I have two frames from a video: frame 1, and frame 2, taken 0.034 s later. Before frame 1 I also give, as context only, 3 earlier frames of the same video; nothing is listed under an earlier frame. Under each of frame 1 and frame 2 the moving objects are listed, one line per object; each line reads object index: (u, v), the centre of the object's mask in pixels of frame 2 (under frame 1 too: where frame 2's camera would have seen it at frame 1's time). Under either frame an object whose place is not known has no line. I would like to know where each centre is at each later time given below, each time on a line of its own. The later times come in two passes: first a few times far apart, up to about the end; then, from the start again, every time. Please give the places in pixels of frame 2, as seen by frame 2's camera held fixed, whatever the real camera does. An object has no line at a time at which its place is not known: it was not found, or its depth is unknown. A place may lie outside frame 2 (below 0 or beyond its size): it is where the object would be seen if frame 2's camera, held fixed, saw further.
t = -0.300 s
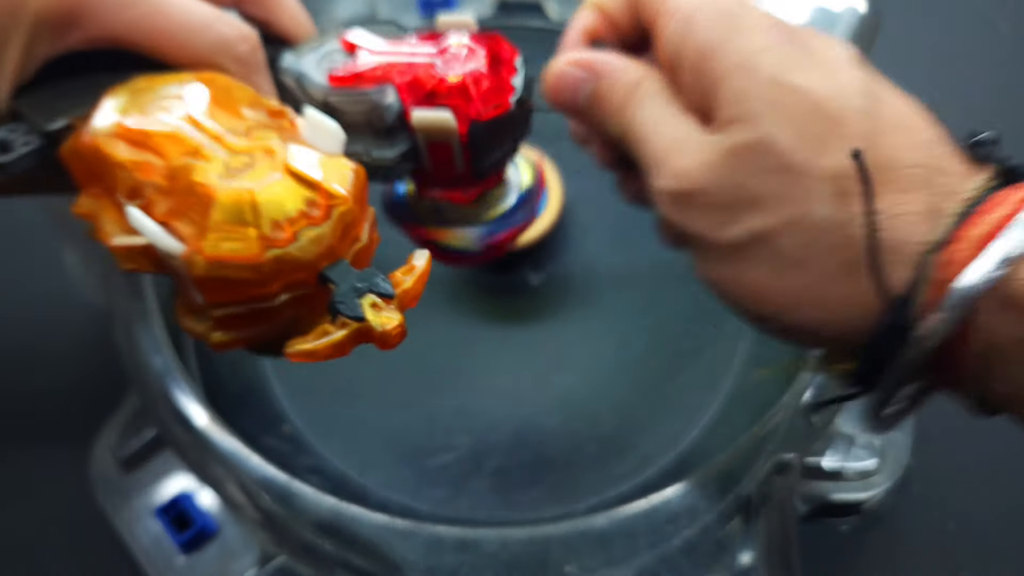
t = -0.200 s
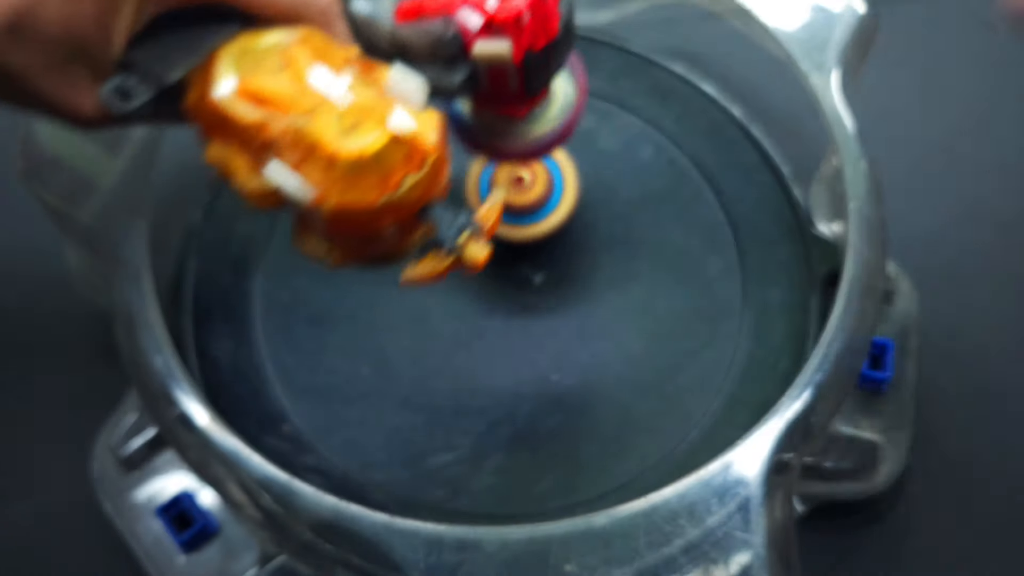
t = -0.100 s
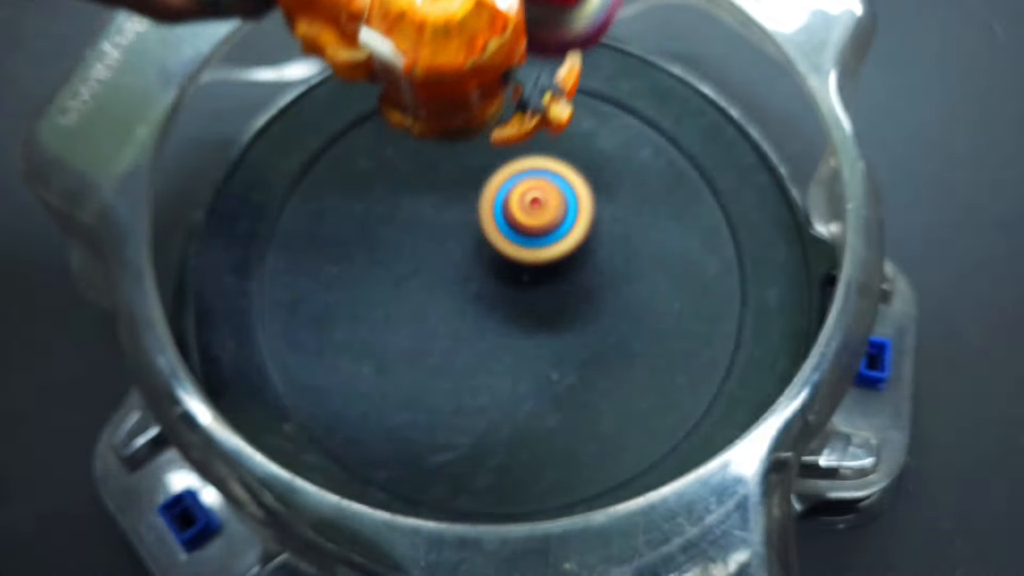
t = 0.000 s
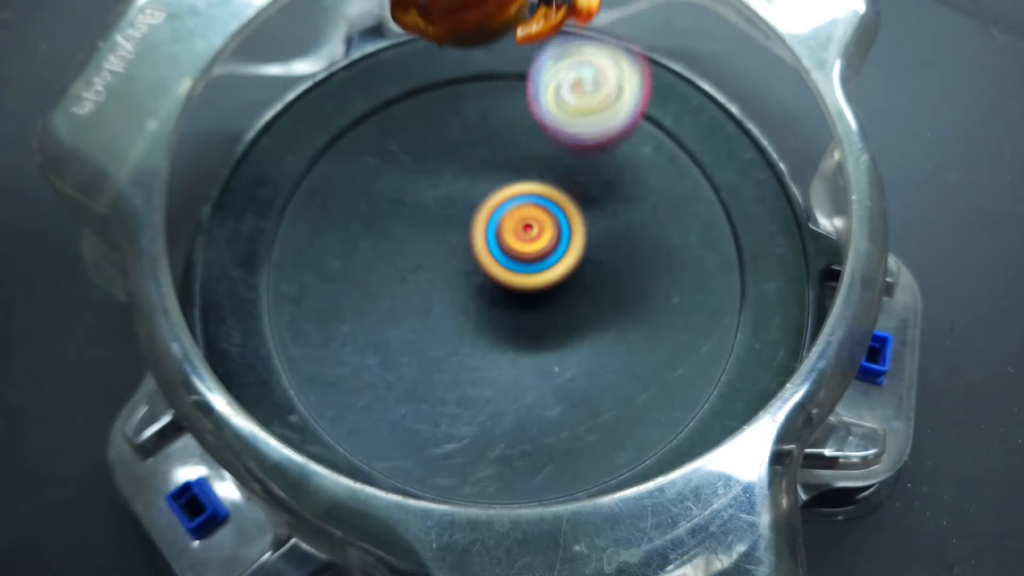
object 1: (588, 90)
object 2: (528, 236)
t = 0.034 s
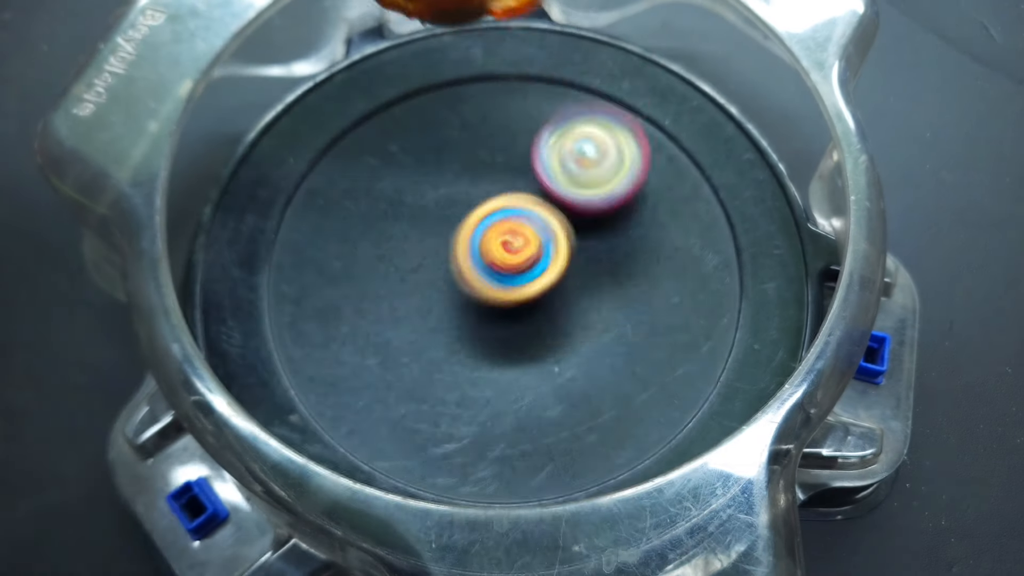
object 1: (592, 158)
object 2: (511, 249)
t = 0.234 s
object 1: (634, 245)
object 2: (310, 350)
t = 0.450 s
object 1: (588, 336)
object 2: (325, 263)
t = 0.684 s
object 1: (542, 323)
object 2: (450, 192)
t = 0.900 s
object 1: (570, 373)
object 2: (476, 173)
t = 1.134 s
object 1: (656, 410)
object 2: (502, 237)
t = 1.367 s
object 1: (630, 332)
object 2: (485, 294)
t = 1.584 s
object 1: (554, 279)
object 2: (411, 246)
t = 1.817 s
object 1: (524, 252)
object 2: (383, 184)
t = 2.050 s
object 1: (519, 350)
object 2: (411, 109)
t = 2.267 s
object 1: (564, 353)
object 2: (490, 146)
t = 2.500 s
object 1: (568, 297)
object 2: (450, 251)
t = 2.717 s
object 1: (517, 251)
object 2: (370, 251)
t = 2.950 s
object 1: (514, 239)
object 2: (312, 217)
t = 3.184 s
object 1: (489, 253)
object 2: (396, 180)
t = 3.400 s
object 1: (520, 301)
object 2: (442, 218)
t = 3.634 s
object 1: (690, 370)
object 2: (422, 247)
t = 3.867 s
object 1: (689, 268)
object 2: (452, 265)
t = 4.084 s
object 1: (557, 221)
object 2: (464, 317)
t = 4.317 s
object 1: (418, 237)
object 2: (412, 347)
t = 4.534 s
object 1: (430, 56)
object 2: (409, 455)
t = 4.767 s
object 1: (413, 79)
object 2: (466, 320)
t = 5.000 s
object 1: (391, 204)
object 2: (546, 234)
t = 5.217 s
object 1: (435, 254)
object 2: (652, 272)
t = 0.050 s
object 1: (600, 162)
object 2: (491, 265)
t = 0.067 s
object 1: (605, 158)
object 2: (472, 279)
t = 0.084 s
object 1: (611, 157)
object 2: (453, 292)
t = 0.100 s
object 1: (616, 159)
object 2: (435, 304)
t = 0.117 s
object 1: (621, 164)
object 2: (417, 315)
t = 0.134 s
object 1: (625, 172)
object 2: (399, 324)
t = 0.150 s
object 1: (628, 184)
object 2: (385, 332)
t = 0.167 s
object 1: (631, 200)
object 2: (367, 338)
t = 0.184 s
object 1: (633, 217)
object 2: (352, 343)
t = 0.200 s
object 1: (633, 236)
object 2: (338, 347)
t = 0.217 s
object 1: (634, 241)
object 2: (323, 350)
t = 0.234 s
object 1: (634, 245)
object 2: (310, 350)
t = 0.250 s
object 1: (633, 252)
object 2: (298, 351)
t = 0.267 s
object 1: (631, 263)
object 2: (287, 349)
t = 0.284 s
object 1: (628, 274)
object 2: (280, 343)
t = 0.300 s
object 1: (625, 287)
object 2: (277, 339)
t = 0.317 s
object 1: (622, 293)
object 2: (274, 334)
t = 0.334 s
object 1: (619, 301)
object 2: (276, 327)
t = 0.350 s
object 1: (615, 310)
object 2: (281, 321)
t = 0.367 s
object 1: (610, 315)
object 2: (287, 312)
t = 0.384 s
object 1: (606, 321)
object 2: (293, 303)
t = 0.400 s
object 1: (602, 325)
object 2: (301, 294)
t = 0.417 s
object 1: (597, 330)
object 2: (309, 283)
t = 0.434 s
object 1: (593, 333)
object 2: (317, 273)
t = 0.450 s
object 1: (588, 336)
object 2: (325, 263)
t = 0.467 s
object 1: (583, 338)
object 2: (334, 252)
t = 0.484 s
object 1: (579, 340)
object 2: (342, 243)
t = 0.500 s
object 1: (575, 341)
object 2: (351, 234)
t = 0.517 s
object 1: (571, 341)
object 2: (360, 226)
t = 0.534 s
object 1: (567, 341)
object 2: (369, 218)
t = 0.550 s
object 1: (563, 340)
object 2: (378, 212)
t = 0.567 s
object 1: (560, 339)
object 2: (388, 206)
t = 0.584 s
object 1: (556, 338)
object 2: (397, 201)
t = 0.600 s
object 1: (554, 336)
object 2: (406, 197)
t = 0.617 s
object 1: (551, 334)
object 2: (416, 195)
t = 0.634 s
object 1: (548, 332)
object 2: (425, 193)
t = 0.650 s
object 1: (546, 329)
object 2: (433, 192)
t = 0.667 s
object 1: (544, 327)
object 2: (442, 192)
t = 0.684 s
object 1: (542, 323)
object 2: (450, 192)
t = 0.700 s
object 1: (540, 321)
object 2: (458, 193)
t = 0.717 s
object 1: (539, 318)
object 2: (465, 195)
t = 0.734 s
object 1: (537, 315)
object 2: (471, 197)
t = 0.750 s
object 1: (537, 313)
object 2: (477, 199)
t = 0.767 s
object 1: (536, 311)
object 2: (482, 202)
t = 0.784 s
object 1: (535, 309)
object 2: (486, 205)
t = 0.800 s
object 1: (535, 310)
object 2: (487, 207)
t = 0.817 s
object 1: (540, 322)
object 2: (484, 198)
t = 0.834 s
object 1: (546, 335)
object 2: (482, 191)
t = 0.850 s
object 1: (551, 345)
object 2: (479, 185)
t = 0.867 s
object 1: (556, 355)
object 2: (477, 179)
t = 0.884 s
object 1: (563, 365)
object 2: (476, 176)
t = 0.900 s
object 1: (570, 373)
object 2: (476, 173)
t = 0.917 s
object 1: (577, 381)
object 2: (476, 172)
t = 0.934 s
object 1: (586, 389)
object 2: (476, 172)
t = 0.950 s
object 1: (593, 396)
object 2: (478, 173)
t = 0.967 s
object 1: (601, 402)
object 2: (480, 175)
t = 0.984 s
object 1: (609, 408)
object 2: (482, 177)
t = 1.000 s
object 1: (617, 414)
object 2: (485, 181)
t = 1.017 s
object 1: (624, 419)
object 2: (488, 186)
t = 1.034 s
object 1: (631, 421)
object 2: (491, 192)
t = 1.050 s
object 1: (637, 422)
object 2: (493, 198)
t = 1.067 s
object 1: (643, 422)
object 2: (495, 205)
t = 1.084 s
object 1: (649, 420)
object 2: (497, 213)
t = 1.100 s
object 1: (652, 418)
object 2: (499, 220)
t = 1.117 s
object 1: (655, 415)
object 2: (500, 229)
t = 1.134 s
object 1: (656, 410)
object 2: (502, 237)
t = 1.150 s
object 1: (658, 404)
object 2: (503, 244)
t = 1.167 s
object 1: (659, 399)
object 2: (505, 252)
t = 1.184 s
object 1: (659, 393)
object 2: (507, 258)
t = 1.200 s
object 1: (659, 386)
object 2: (508, 264)
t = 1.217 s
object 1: (658, 380)
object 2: (509, 270)
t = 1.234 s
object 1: (657, 374)
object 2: (509, 275)
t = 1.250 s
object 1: (655, 368)
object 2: (508, 280)
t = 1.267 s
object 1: (654, 363)
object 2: (507, 284)
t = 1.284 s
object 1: (651, 358)
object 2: (505, 287)
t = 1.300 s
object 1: (648, 353)
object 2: (502, 290)
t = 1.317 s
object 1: (644, 347)
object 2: (499, 292)
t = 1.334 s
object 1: (639, 342)
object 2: (495, 293)
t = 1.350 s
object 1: (635, 337)
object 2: (490, 294)
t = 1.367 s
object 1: (630, 332)
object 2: (485, 294)
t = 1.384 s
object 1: (625, 327)
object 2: (479, 294)
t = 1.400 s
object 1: (620, 322)
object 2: (473, 294)
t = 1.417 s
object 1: (614, 318)
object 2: (467, 292)
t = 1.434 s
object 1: (607, 312)
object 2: (460, 290)
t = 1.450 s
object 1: (600, 307)
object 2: (454, 287)
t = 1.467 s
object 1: (593, 303)
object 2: (448, 284)
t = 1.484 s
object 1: (586, 299)
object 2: (442, 280)
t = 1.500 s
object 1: (578, 295)
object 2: (438, 276)
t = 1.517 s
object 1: (571, 291)
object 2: (435, 271)
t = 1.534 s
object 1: (561, 287)
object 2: (432, 265)
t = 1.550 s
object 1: (553, 283)
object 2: (431, 261)
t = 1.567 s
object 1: (547, 281)
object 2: (427, 254)
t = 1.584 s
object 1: (554, 279)
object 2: (411, 246)
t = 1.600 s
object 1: (559, 277)
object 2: (399, 239)
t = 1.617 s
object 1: (563, 276)
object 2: (387, 232)
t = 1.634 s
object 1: (566, 273)
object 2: (377, 226)
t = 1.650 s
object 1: (568, 272)
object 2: (369, 220)
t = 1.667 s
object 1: (568, 270)
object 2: (363, 215)
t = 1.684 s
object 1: (568, 268)
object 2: (359, 210)
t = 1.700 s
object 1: (566, 266)
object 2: (357, 206)
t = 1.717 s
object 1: (563, 263)
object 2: (357, 202)
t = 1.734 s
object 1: (558, 260)
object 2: (359, 199)
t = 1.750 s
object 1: (553, 258)
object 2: (361, 195)
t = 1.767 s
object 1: (547, 256)
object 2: (365, 192)
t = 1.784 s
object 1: (539, 254)
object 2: (371, 189)
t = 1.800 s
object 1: (532, 252)
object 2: (377, 186)
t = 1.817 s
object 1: (524, 252)
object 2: (383, 184)
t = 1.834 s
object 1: (515, 253)
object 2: (391, 183)
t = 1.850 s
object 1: (506, 253)
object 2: (397, 182)
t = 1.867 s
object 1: (496, 254)
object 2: (404, 182)
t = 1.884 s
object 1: (493, 261)
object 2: (406, 177)
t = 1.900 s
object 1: (496, 273)
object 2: (401, 167)
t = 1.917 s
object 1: (498, 284)
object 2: (396, 157)
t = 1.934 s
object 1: (501, 296)
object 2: (393, 148)
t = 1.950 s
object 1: (503, 306)
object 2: (392, 140)
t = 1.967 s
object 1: (505, 315)
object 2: (392, 133)
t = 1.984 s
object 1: (507, 325)
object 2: (393, 127)
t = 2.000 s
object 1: (509, 332)
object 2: (396, 121)
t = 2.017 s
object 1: (512, 339)
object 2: (400, 116)
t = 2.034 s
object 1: (516, 345)
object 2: (405, 112)
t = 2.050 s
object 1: (519, 350)
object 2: (411, 109)
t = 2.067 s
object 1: (523, 354)
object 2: (418, 106)
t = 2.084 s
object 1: (527, 358)
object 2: (425, 104)
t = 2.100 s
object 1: (531, 361)
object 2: (432, 104)
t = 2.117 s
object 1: (535, 362)
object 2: (440, 104)
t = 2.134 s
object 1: (539, 364)
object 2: (448, 105)
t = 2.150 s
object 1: (543, 364)
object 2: (455, 107)
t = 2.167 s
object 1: (547, 364)
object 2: (462, 110)
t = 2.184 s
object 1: (551, 364)
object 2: (468, 114)
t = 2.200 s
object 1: (554, 363)
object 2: (474, 119)
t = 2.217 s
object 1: (557, 361)
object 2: (479, 124)
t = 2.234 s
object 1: (560, 359)
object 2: (484, 131)
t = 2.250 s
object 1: (562, 356)
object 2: (487, 137)
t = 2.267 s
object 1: (564, 353)
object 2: (490, 146)
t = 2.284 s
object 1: (565, 350)
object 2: (492, 155)
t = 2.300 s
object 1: (566, 345)
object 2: (493, 164)
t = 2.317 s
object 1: (567, 340)
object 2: (494, 174)
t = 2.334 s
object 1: (568, 335)
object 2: (493, 185)
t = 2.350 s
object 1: (567, 330)
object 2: (493, 195)
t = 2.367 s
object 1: (567, 324)
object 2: (491, 204)
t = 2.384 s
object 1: (566, 317)
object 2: (488, 215)
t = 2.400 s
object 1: (565, 311)
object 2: (485, 225)
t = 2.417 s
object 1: (565, 308)
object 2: (480, 231)
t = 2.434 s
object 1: (567, 308)
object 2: (473, 236)
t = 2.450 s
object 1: (568, 306)
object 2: (466, 240)
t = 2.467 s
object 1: (569, 304)
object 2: (461, 244)
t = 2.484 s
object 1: (569, 301)
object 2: (455, 248)
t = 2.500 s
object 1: (568, 297)
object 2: (450, 251)
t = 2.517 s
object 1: (567, 294)
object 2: (444, 254)
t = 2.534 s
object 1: (565, 290)
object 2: (439, 256)
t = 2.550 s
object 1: (562, 285)
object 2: (433, 258)
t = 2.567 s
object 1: (558, 281)
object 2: (428, 259)
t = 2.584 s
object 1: (554, 276)
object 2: (422, 260)
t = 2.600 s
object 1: (548, 272)
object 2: (417, 261)
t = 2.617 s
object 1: (542, 268)
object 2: (412, 261)
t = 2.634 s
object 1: (534, 265)
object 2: (407, 260)
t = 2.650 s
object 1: (526, 261)
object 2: (403, 259)
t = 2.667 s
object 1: (522, 259)
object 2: (396, 257)
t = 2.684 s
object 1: (522, 256)
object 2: (386, 255)
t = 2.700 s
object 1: (520, 253)
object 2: (376, 253)
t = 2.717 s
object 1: (517, 251)
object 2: (370, 251)
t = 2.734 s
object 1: (514, 248)
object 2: (364, 250)
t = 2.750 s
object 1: (509, 246)
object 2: (361, 248)
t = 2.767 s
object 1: (505, 244)
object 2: (359, 246)
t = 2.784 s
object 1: (499, 242)
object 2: (359, 244)
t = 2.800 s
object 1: (493, 240)
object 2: (360, 243)
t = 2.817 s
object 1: (487, 239)
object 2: (361, 242)
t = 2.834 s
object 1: (483, 238)
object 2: (358, 242)
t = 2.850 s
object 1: (489, 238)
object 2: (346, 238)
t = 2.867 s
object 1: (495, 238)
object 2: (337, 235)
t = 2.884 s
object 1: (500, 239)
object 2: (328, 231)
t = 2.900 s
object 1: (505, 239)
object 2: (322, 227)
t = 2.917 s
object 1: (509, 240)
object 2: (317, 224)
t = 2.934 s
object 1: (512, 239)
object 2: (314, 221)
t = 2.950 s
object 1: (514, 239)
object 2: (312, 217)
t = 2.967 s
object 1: (515, 240)
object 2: (312, 213)
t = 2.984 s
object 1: (516, 240)
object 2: (313, 208)
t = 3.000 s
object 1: (516, 241)
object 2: (317, 203)
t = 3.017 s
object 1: (514, 242)
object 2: (321, 198)
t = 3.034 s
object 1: (513, 243)
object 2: (326, 193)
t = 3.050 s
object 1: (511, 244)
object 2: (332, 189)
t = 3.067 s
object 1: (508, 244)
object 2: (339, 186)
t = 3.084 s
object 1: (506, 245)
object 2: (347, 184)
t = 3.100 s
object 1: (503, 246)
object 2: (356, 182)
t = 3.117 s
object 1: (500, 247)
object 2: (364, 182)
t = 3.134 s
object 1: (497, 247)
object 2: (373, 181)
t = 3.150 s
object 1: (493, 248)
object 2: (382, 181)
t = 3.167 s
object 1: (490, 249)
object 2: (390, 182)
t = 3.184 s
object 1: (489, 253)
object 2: (396, 180)
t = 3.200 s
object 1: (492, 259)
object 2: (399, 176)
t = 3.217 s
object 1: (496, 265)
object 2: (401, 174)
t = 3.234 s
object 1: (498, 270)
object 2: (404, 173)
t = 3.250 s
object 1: (501, 276)
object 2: (407, 172)
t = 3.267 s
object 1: (503, 280)
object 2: (410, 173)
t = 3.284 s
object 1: (505, 284)
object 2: (414, 175)
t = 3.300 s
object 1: (507, 288)
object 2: (418, 178)
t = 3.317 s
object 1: (509, 291)
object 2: (421, 183)
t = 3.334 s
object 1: (511, 294)
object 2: (426, 189)
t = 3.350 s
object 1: (513, 296)
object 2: (430, 195)
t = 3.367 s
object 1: (515, 298)
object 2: (434, 202)
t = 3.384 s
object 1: (517, 300)
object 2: (438, 210)
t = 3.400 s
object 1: (520, 301)
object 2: (442, 218)
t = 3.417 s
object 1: (530, 312)
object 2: (440, 218)
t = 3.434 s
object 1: (542, 324)
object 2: (435, 217)
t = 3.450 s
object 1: (556, 336)
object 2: (432, 216)
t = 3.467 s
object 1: (569, 344)
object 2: (428, 216)
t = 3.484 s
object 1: (581, 352)
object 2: (425, 217)
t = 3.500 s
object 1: (594, 358)
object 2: (423, 219)
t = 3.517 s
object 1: (608, 363)
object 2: (422, 222)
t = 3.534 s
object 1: (620, 367)
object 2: (421, 225)
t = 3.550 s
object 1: (633, 369)
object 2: (420, 229)
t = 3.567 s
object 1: (647, 371)
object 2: (420, 232)
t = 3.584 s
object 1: (657, 372)
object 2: (420, 236)
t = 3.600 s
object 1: (669, 372)
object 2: (421, 240)
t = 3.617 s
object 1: (680, 371)
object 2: (421, 243)
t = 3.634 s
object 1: (690, 370)
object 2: (422, 247)
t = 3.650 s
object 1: (700, 367)
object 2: (423, 250)
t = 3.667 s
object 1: (708, 364)
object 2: (425, 252)
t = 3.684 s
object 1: (715, 359)
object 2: (427, 254)
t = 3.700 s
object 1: (720, 353)
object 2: (430, 256)
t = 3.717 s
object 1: (721, 346)
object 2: (432, 257)
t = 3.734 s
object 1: (719, 337)
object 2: (435, 259)
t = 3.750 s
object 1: (718, 328)
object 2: (437, 259)
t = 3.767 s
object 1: (715, 319)
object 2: (439, 260)
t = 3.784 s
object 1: (713, 310)
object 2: (441, 260)
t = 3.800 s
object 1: (709, 300)
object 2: (443, 260)
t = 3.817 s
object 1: (705, 291)
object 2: (445, 260)
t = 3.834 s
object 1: (700, 283)
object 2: (447, 261)
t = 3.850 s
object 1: (695, 275)
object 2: (450, 262)
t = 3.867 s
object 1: (689, 268)
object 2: (452, 265)
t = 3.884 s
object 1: (683, 261)
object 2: (454, 268)
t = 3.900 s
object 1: (675, 255)
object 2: (457, 272)
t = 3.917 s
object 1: (667, 249)
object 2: (459, 276)
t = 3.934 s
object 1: (658, 244)
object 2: (460, 280)
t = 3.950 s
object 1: (648, 239)
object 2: (463, 284)
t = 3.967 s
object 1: (638, 235)
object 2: (464, 289)
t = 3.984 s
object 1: (628, 232)
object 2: (466, 294)
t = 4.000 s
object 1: (617, 228)
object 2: (467, 298)
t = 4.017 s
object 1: (605, 226)
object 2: (467, 303)
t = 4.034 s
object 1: (593, 224)
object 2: (467, 307)
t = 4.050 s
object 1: (581, 222)
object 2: (466, 311)
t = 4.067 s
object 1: (568, 221)
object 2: (465, 315)
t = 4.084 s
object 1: (557, 221)
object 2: (464, 317)
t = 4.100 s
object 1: (544, 221)
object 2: (462, 320)
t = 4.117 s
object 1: (531, 222)
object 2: (460, 322)
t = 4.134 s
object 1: (518, 225)
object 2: (456, 325)
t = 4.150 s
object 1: (506, 227)
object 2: (453, 326)
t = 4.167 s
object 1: (494, 228)
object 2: (448, 328)
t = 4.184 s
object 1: (486, 226)
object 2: (440, 333)
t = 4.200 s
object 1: (477, 224)
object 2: (434, 337)
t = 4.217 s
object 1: (468, 224)
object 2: (428, 340)
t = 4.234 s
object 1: (460, 225)
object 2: (424, 343)
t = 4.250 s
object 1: (451, 226)
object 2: (421, 344)
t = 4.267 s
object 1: (442, 229)
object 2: (418, 345)
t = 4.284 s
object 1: (434, 232)
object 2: (416, 345)
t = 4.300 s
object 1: (426, 235)
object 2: (414, 345)
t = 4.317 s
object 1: (418, 237)
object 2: (412, 347)
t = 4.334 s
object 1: (418, 219)
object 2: (406, 370)
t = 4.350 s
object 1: (419, 197)
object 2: (399, 396)
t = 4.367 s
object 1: (420, 176)
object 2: (392, 420)
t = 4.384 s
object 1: (420, 157)
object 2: (389, 434)
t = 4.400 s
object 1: (422, 139)
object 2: (388, 441)
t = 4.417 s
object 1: (423, 122)
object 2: (381, 466)
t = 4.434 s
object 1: (424, 108)
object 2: (380, 484)
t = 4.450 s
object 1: (425, 94)
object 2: (382, 492)
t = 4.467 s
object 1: (427, 81)
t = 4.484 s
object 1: (428, 73)
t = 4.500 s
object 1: (428, 64)
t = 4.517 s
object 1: (429, 58)
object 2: (402, 473)
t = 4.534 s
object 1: (430, 56)
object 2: (409, 455)
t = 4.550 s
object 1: (430, 52)
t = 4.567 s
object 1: (431, 50)
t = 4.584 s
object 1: (431, 49)
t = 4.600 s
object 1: (430, 48)
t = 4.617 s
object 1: (429, 48)
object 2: (430, 428)
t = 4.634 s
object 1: (428, 48)
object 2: (435, 417)
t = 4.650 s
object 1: (426, 49)
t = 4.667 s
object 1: (425, 50)
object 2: (445, 393)
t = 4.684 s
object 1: (423, 52)
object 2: (449, 381)
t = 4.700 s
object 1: (421, 55)
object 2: (452, 369)
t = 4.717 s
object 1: (419, 60)
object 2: (456, 356)
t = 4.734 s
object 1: (417, 64)
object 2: (460, 344)
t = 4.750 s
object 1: (414, 69)
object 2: (462, 333)
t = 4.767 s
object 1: (413, 79)
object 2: (466, 320)
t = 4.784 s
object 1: (411, 87)
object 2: (469, 310)
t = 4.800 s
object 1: (409, 95)
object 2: (470, 299)
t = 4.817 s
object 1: (408, 105)
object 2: (473, 288)
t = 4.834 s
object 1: (406, 115)
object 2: (477, 278)
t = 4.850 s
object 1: (405, 126)
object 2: (480, 269)
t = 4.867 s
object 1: (404, 137)
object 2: (484, 260)
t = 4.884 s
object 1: (404, 147)
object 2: (488, 252)
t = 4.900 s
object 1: (403, 159)
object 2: (492, 245)
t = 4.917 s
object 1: (403, 171)
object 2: (497, 239)
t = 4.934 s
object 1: (404, 181)
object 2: (503, 234)
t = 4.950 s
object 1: (401, 187)
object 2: (513, 232)
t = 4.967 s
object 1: (396, 193)
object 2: (525, 233)
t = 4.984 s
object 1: (393, 198)
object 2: (535, 233)
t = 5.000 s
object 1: (391, 204)
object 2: (546, 234)
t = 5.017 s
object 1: (389, 210)
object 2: (557, 235)
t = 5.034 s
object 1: (389, 215)
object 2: (567, 236)
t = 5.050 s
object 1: (390, 221)
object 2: (576, 237)
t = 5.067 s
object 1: (392, 226)
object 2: (586, 239)
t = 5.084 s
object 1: (395, 231)
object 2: (594, 242)
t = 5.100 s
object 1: (398, 236)
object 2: (602, 244)
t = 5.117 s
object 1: (403, 241)
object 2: (611, 247)
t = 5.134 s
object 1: (407, 245)
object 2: (618, 251)
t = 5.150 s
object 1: (412, 248)
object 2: (626, 254)
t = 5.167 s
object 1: (418, 250)
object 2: (634, 259)
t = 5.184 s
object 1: (424, 252)
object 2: (640, 264)
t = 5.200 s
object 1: (429, 253)
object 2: (645, 268)
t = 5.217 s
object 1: (435, 254)
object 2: (652, 272)
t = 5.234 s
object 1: (441, 254)
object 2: (658, 276)
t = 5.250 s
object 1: (447, 254)
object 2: (663, 280)
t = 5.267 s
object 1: (454, 253)
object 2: (668, 285)
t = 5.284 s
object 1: (460, 252)
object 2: (672, 290)
